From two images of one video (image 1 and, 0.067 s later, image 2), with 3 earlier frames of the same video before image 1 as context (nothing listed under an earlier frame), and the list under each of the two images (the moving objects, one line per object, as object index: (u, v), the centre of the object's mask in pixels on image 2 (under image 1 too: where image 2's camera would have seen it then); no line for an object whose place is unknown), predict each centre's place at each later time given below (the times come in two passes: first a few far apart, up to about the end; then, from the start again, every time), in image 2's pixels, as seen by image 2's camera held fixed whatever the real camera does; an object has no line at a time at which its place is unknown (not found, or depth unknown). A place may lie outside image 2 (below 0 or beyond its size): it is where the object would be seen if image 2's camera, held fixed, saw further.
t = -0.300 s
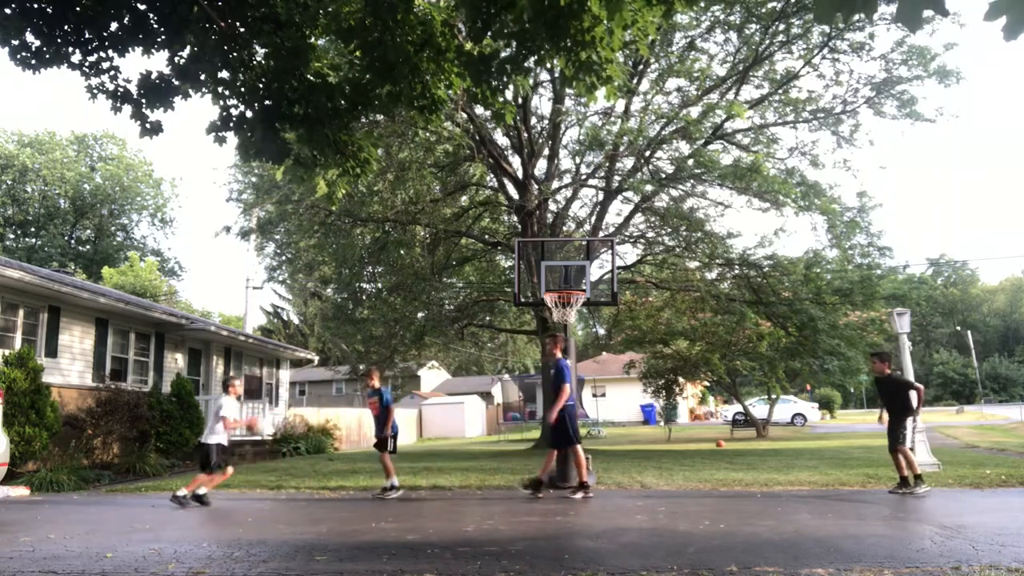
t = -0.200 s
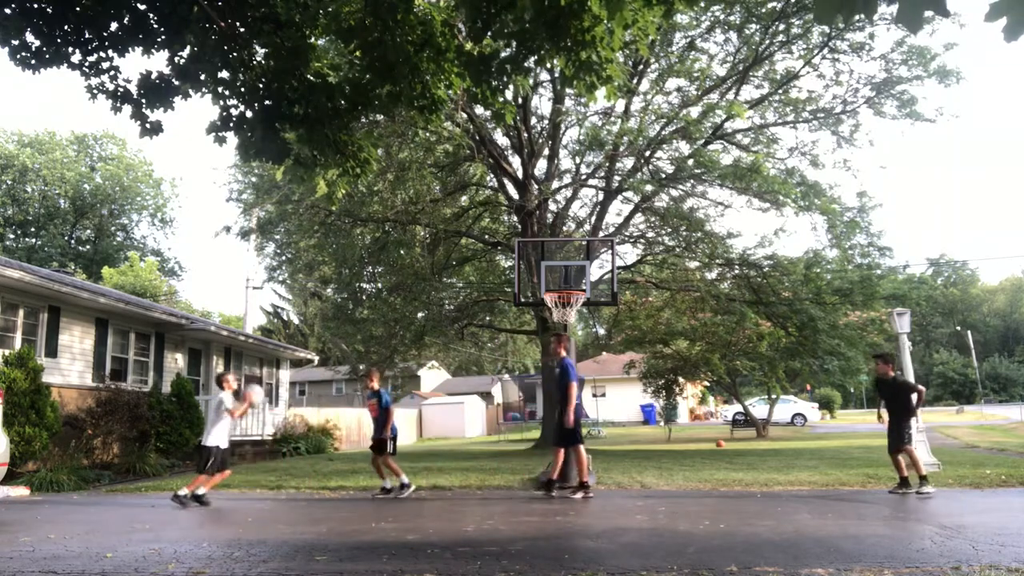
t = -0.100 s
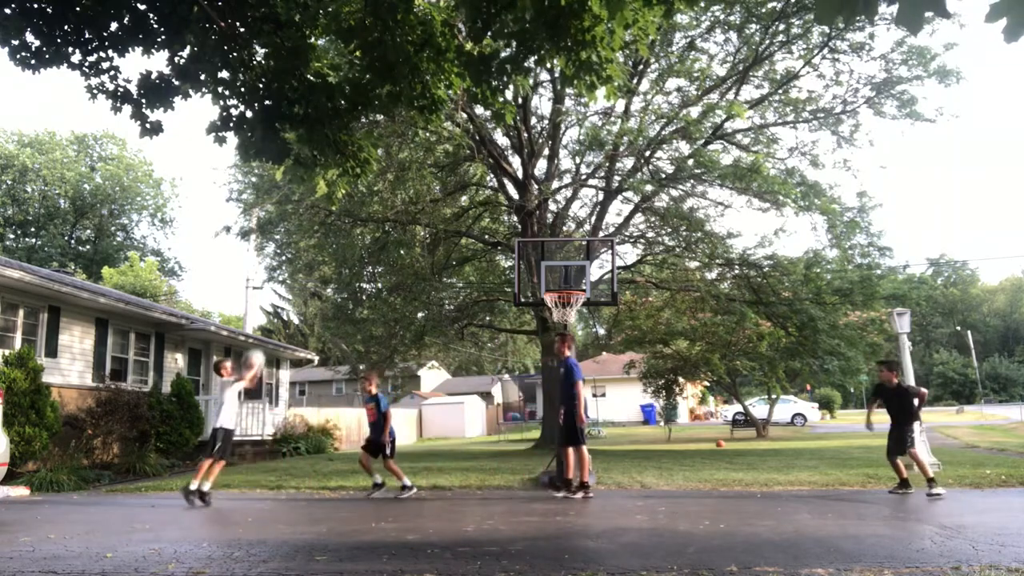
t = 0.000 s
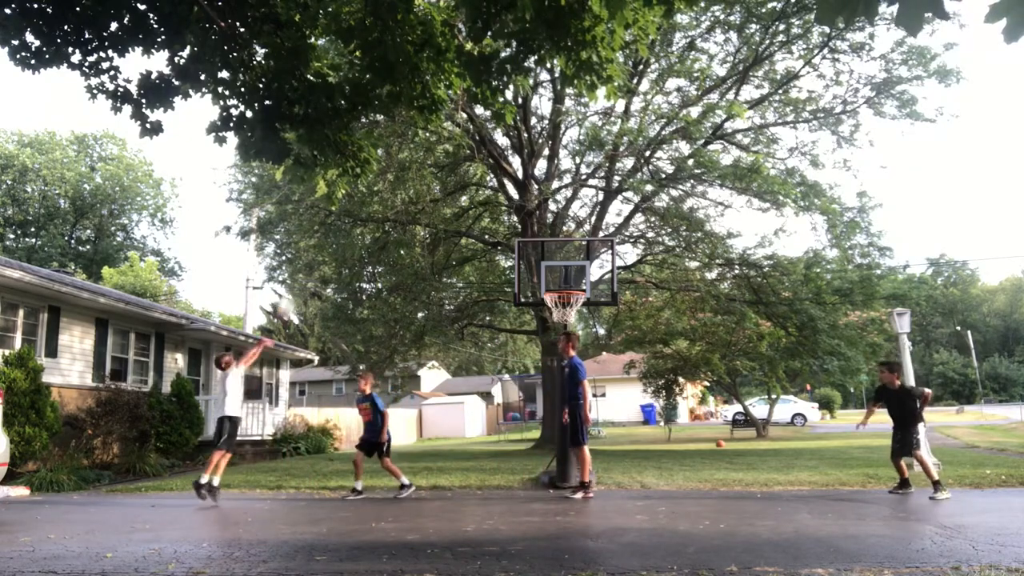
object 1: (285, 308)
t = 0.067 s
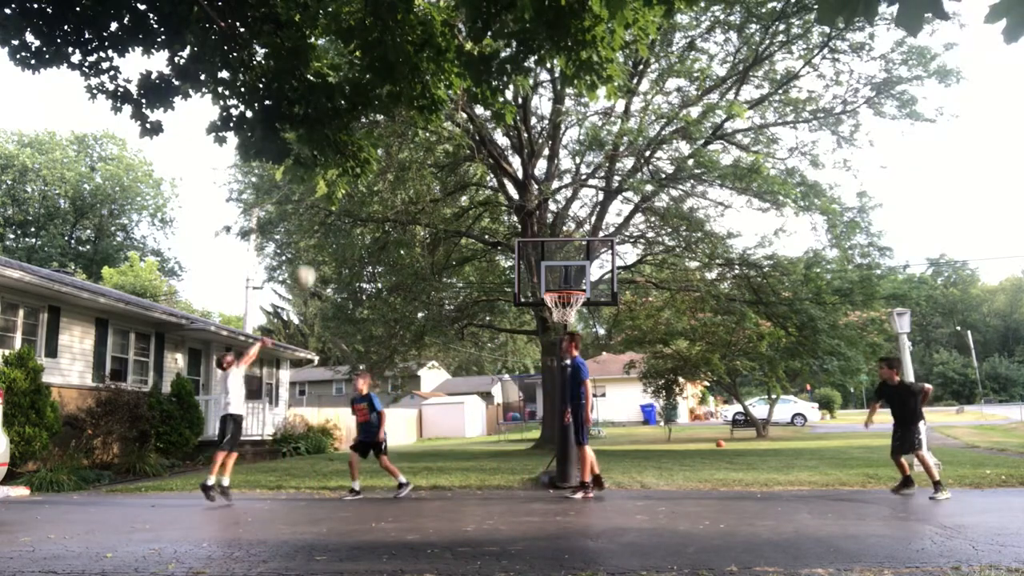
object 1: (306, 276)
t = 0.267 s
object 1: (365, 212)
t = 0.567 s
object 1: (443, 184)
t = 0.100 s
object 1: (316, 262)
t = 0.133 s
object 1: (327, 249)
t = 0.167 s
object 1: (335, 239)
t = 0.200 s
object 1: (346, 228)
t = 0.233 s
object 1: (355, 220)
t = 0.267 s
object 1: (365, 212)
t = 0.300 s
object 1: (375, 205)
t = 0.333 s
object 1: (384, 199)
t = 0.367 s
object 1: (393, 194)
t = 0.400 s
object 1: (402, 190)
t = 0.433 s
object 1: (410, 187)
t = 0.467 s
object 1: (418, 185)
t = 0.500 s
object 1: (427, 184)
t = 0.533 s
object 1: (435, 184)
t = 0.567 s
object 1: (443, 184)
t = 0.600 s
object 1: (451, 186)
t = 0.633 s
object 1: (458, 187)
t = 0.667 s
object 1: (468, 191)
